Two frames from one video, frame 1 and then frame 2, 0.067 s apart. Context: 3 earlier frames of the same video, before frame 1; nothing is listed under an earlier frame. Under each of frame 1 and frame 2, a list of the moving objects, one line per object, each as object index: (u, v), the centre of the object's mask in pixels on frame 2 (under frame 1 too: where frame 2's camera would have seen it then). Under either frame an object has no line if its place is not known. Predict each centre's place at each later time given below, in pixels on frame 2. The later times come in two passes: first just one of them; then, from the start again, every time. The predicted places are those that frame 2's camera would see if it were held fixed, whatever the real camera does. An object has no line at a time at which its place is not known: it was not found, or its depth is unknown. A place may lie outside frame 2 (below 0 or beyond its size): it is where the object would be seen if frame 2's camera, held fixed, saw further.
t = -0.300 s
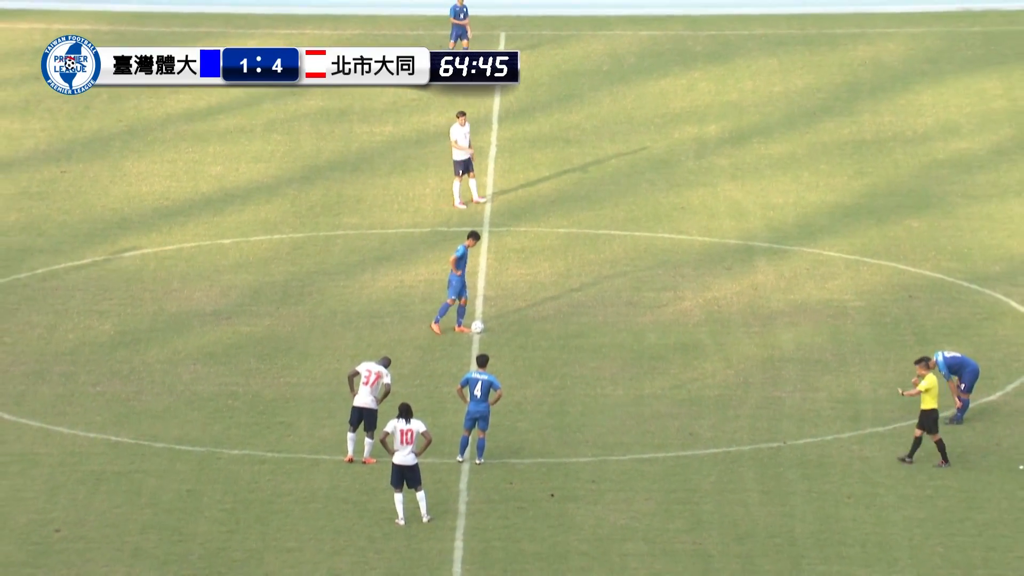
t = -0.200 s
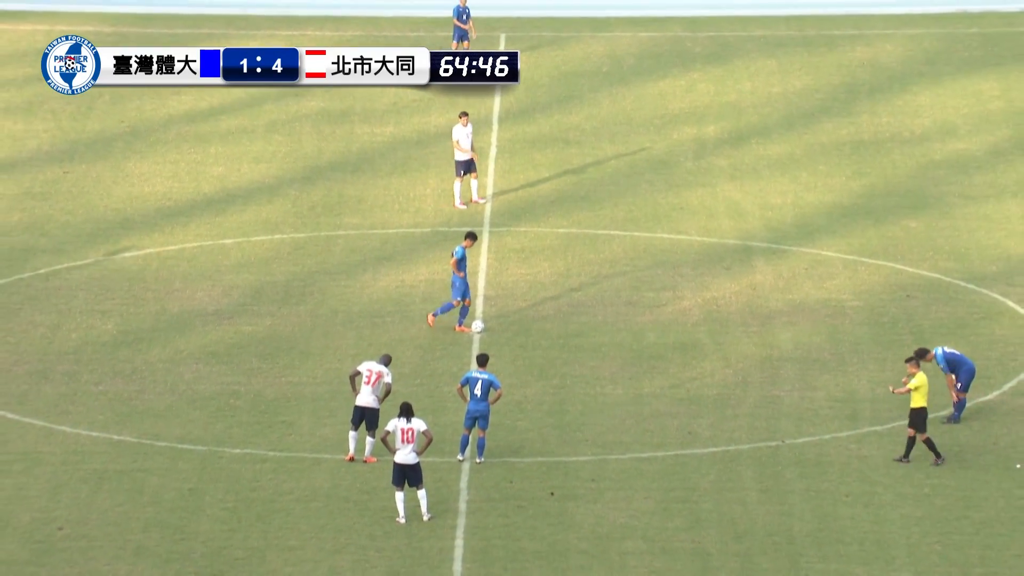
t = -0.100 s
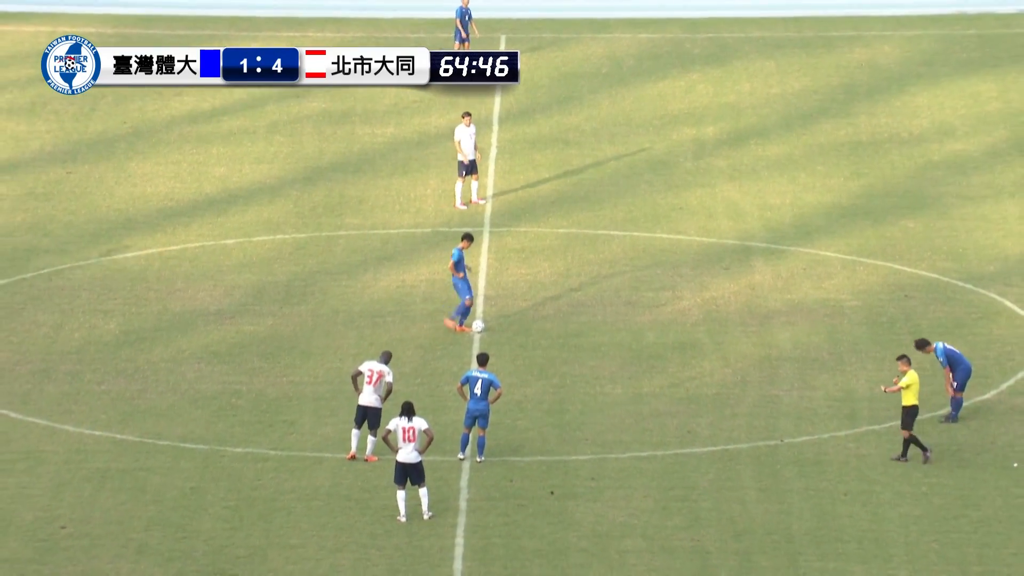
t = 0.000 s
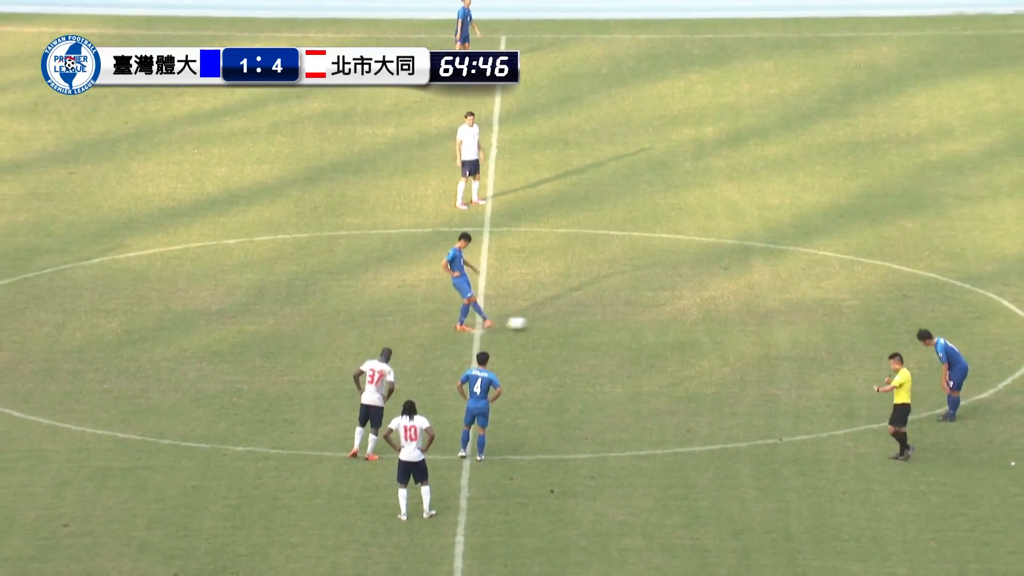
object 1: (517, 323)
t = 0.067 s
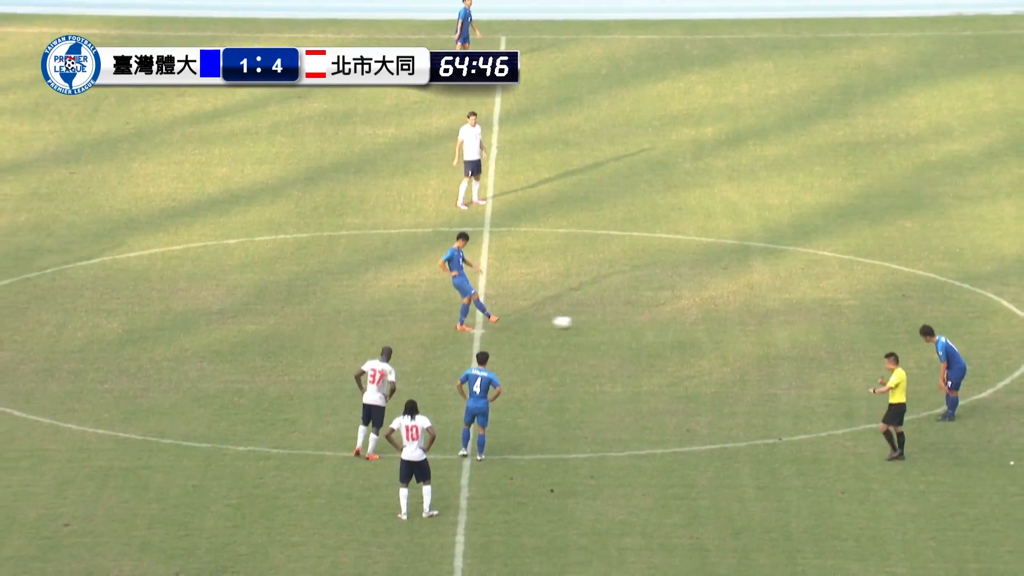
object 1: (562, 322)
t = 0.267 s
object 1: (687, 320)
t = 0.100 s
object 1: (585, 322)
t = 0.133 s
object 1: (606, 322)
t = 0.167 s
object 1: (627, 321)
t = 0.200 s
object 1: (647, 321)
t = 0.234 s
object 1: (667, 320)
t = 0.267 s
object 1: (687, 320)
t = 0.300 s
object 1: (706, 320)
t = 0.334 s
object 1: (724, 319)
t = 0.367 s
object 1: (742, 318)
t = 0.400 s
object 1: (760, 318)
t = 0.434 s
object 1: (777, 317)
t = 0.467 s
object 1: (794, 317)
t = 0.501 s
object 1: (810, 316)
